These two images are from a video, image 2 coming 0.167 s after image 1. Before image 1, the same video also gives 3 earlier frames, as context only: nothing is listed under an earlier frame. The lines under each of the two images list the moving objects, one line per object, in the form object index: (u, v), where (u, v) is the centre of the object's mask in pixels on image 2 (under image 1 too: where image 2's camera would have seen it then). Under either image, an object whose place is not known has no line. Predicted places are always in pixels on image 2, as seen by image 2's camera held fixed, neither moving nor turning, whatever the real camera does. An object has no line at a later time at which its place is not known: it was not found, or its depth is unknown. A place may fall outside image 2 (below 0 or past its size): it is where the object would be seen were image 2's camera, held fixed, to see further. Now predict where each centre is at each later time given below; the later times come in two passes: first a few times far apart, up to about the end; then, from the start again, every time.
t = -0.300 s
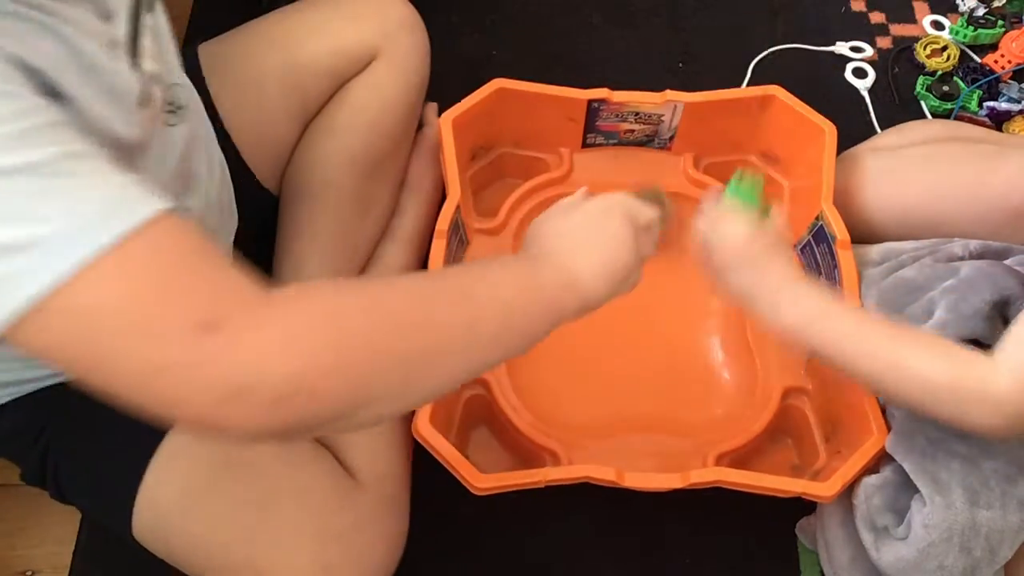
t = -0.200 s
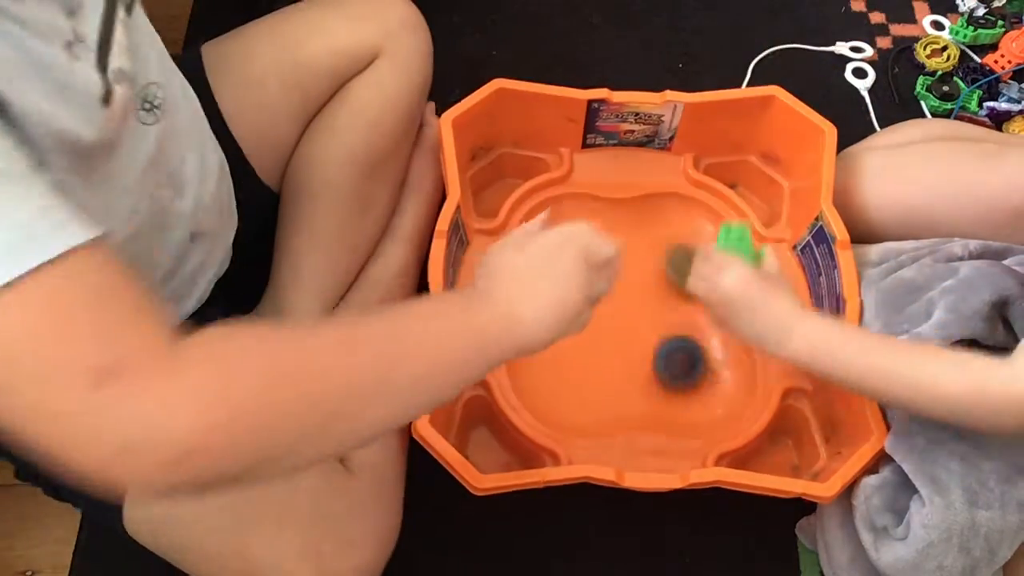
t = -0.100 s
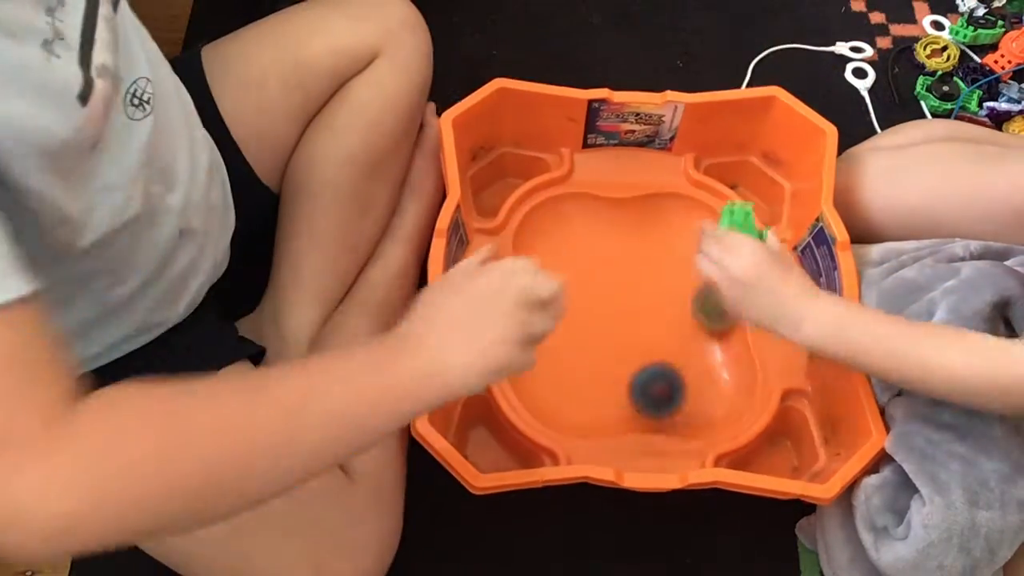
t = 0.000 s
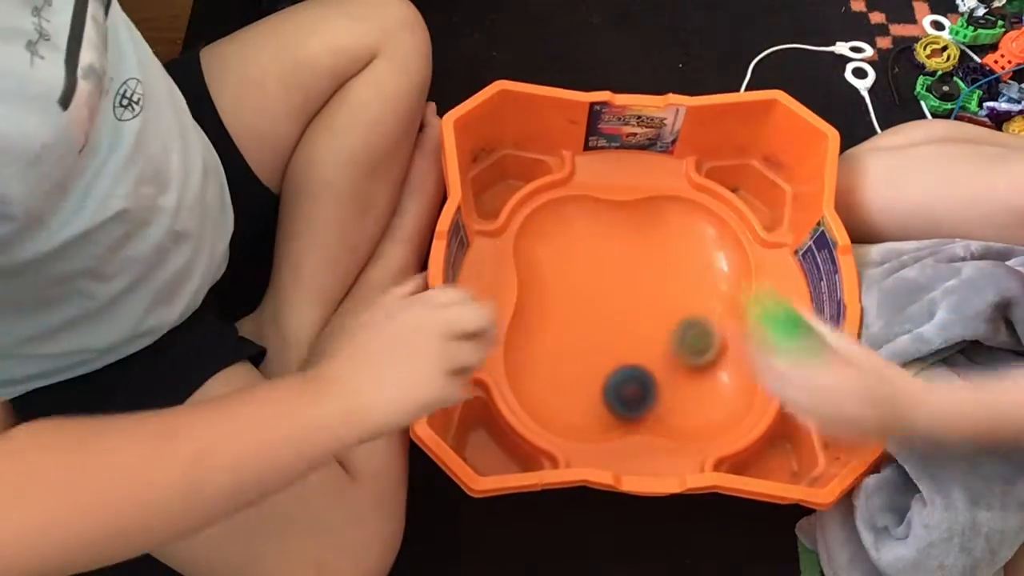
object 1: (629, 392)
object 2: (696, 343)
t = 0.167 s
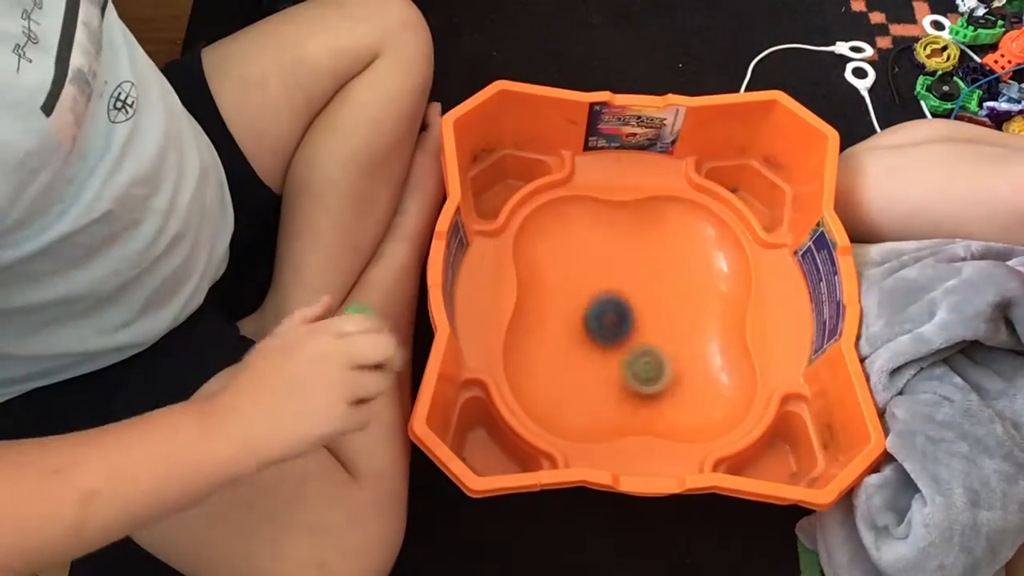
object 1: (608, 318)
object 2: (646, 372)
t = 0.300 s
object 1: (633, 247)
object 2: (645, 362)
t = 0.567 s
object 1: (689, 248)
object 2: (726, 272)
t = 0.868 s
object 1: (674, 245)
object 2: (672, 309)
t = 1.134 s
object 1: (698, 251)
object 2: (664, 415)
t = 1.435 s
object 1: (677, 263)
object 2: (698, 306)
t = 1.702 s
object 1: (668, 250)
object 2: (618, 390)
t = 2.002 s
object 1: (671, 297)
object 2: (590, 379)
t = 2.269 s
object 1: (645, 325)
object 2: (548, 344)
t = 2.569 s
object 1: (637, 340)
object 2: (569, 393)
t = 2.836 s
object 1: (662, 304)
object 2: (551, 328)
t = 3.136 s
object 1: (646, 275)
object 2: (603, 379)
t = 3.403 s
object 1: (631, 230)
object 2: (685, 340)
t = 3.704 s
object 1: (605, 288)
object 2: (665, 318)
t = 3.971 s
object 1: (617, 267)
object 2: (719, 409)
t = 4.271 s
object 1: (622, 286)
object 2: (618, 339)
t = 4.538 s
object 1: (628, 312)
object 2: (552, 406)
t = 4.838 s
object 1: (651, 289)
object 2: (610, 319)
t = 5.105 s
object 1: (658, 304)
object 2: (569, 269)
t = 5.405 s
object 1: (636, 308)
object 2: (602, 256)
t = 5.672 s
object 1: (634, 329)
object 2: (615, 241)
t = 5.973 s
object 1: (632, 338)
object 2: (647, 293)
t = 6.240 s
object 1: (635, 331)
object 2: (694, 262)
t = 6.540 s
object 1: (633, 332)
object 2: (647, 291)
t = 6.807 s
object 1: (594, 351)
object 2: (698, 288)
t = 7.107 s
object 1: (601, 352)
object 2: (652, 277)
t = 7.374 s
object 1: (597, 351)
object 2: (592, 279)
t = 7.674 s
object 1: (598, 351)
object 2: (579, 303)
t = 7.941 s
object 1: (598, 351)
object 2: (633, 319)
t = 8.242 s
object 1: (589, 350)
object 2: (644, 343)
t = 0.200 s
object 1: (611, 301)
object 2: (642, 372)
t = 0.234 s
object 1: (616, 283)
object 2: (640, 370)
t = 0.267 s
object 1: (623, 266)
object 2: (641, 368)
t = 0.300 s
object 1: (633, 247)
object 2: (645, 362)
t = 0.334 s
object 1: (644, 231)
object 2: (652, 357)
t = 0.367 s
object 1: (655, 217)
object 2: (661, 350)
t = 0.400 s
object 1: (666, 211)
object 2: (674, 342)
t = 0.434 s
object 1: (676, 212)
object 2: (687, 331)
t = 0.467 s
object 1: (683, 221)
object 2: (701, 318)
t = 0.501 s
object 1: (688, 232)
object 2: (712, 301)
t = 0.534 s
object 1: (690, 245)
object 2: (720, 283)
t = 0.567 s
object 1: (689, 248)
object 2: (726, 272)
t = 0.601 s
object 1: (688, 244)
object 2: (735, 271)
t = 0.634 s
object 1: (685, 240)
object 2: (741, 278)
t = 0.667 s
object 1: (680, 237)
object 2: (742, 282)
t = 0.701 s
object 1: (677, 238)
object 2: (736, 282)
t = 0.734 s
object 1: (675, 239)
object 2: (728, 287)
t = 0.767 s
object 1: (674, 243)
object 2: (716, 293)
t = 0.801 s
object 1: (673, 248)
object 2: (699, 292)
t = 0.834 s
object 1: (673, 249)
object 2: (685, 293)
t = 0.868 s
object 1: (674, 245)
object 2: (672, 309)
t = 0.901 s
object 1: (676, 241)
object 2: (660, 324)
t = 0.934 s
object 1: (679, 239)
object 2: (651, 339)
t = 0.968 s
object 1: (684, 240)
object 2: (645, 354)
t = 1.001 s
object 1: (688, 242)
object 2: (641, 369)
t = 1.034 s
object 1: (692, 244)
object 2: (642, 384)
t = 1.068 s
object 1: (695, 246)
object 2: (645, 398)
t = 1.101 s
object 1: (697, 248)
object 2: (653, 410)
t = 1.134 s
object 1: (698, 251)
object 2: (664, 415)
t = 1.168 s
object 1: (696, 253)
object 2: (676, 415)
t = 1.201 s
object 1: (694, 254)
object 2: (689, 412)
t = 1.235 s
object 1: (690, 255)
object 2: (704, 406)
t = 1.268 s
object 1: (687, 255)
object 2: (719, 394)
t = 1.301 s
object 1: (684, 257)
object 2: (731, 375)
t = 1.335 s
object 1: (682, 260)
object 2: (730, 353)
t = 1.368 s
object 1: (680, 264)
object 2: (724, 335)
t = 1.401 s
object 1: (679, 269)
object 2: (711, 314)
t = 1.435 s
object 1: (677, 263)
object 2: (698, 306)
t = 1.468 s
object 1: (677, 249)
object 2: (689, 312)
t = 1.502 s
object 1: (677, 239)
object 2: (676, 323)
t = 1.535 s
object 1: (676, 233)
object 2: (667, 330)
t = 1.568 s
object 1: (674, 231)
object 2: (655, 340)
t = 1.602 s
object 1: (672, 232)
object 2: (644, 353)
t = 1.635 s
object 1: (670, 237)
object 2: (635, 364)
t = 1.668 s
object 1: (669, 243)
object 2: (626, 378)
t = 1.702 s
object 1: (668, 250)
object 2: (618, 390)
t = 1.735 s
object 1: (668, 257)
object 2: (613, 402)
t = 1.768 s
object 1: (670, 264)
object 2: (609, 409)
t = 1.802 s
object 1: (672, 270)
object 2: (606, 414)
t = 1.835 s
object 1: (674, 275)
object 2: (604, 415)
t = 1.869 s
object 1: (675, 281)
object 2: (601, 411)
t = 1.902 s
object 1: (675, 286)
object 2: (599, 405)
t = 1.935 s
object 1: (674, 290)
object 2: (596, 397)
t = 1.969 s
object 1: (673, 294)
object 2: (593, 388)
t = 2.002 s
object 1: (671, 297)
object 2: (590, 379)
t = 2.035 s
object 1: (668, 300)
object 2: (585, 370)
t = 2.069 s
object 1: (665, 304)
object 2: (581, 362)
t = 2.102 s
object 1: (662, 307)
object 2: (576, 356)
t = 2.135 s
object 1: (658, 311)
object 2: (570, 351)
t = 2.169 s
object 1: (655, 314)
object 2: (564, 346)
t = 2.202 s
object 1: (652, 318)
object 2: (558, 344)
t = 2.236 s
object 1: (648, 321)
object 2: (553, 343)
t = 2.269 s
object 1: (645, 325)
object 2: (548, 344)
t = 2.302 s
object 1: (643, 328)
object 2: (544, 346)
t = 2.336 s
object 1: (641, 331)
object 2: (542, 350)
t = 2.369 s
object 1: (639, 334)
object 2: (541, 356)
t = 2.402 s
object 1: (638, 337)
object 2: (543, 362)
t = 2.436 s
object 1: (638, 338)
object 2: (546, 369)
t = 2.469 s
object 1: (637, 340)
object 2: (550, 376)
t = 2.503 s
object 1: (637, 340)
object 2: (555, 383)
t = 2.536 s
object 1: (637, 340)
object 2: (560, 389)
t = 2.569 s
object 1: (637, 340)
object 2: (569, 393)
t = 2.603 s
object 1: (637, 339)
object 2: (578, 391)
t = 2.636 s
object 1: (637, 337)
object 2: (587, 384)
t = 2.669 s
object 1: (637, 336)
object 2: (594, 373)
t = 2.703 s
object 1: (639, 334)
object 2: (595, 361)
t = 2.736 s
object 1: (647, 329)
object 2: (586, 351)
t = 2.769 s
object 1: (654, 321)
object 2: (573, 341)
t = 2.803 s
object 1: (659, 312)
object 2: (561, 334)
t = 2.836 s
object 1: (662, 304)
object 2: (551, 328)
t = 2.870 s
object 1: (662, 294)
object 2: (544, 329)
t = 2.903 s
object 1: (662, 287)
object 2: (540, 331)
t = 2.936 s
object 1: (660, 281)
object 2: (539, 339)
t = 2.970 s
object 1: (657, 276)
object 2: (541, 349)
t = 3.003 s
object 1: (655, 274)
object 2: (546, 362)
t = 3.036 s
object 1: (652, 273)
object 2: (556, 374)
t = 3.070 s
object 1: (650, 273)
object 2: (570, 381)
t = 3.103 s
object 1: (647, 273)
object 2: (586, 382)
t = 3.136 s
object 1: (646, 275)
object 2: (603, 379)
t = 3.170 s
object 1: (644, 277)
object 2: (618, 370)
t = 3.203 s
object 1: (643, 280)
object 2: (634, 358)
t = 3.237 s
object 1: (640, 283)
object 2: (647, 340)
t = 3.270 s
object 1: (643, 278)
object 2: (657, 333)
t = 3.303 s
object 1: (641, 262)
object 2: (668, 338)
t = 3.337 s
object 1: (639, 248)
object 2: (675, 340)
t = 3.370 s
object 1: (635, 237)
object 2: (680, 341)
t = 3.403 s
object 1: (631, 230)
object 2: (685, 340)
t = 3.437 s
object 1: (626, 227)
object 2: (688, 337)
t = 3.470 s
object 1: (619, 229)
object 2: (689, 333)
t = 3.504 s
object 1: (611, 235)
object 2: (689, 328)
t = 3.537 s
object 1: (601, 243)
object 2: (687, 324)
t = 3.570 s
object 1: (596, 252)
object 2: (684, 321)
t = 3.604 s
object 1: (594, 262)
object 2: (680, 319)
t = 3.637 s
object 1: (595, 271)
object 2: (676, 318)
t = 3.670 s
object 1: (599, 280)
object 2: (670, 317)
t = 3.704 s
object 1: (605, 288)
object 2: (665, 318)
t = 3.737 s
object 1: (613, 294)
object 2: (657, 324)
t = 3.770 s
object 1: (616, 290)
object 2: (662, 342)
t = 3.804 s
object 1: (617, 284)
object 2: (667, 361)
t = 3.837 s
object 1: (620, 278)
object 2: (672, 376)
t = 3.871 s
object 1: (620, 276)
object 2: (680, 390)
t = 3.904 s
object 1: (617, 274)
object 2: (691, 401)
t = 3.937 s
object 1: (616, 269)
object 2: (705, 410)
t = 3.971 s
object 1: (617, 267)
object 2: (719, 409)
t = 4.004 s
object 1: (615, 269)
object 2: (729, 403)
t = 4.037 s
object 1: (612, 268)
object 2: (735, 391)
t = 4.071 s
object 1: (613, 269)
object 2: (732, 377)
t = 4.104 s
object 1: (614, 274)
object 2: (721, 362)
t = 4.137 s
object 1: (612, 276)
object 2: (702, 353)
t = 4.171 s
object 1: (611, 275)
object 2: (679, 346)
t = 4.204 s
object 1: (615, 275)
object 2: (657, 342)
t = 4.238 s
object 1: (620, 278)
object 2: (636, 340)
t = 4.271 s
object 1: (622, 286)
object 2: (618, 339)
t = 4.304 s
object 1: (619, 290)
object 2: (601, 342)
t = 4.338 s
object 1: (617, 290)
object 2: (582, 348)
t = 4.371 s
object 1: (619, 291)
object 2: (564, 354)
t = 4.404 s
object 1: (622, 294)
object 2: (550, 362)
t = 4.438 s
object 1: (625, 298)
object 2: (538, 371)
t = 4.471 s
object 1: (628, 305)
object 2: (534, 382)
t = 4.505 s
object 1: (629, 310)
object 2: (539, 394)
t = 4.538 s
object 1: (628, 312)
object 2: (552, 406)
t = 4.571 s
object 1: (627, 312)
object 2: (572, 416)
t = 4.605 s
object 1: (627, 310)
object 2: (593, 415)
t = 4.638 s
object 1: (630, 309)
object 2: (608, 404)
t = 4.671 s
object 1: (632, 308)
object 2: (617, 390)
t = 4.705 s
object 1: (635, 308)
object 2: (625, 372)
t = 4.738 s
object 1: (638, 307)
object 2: (628, 353)
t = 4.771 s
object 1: (642, 302)
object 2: (625, 340)
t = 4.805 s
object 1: (647, 295)
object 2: (619, 330)
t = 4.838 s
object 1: (651, 289)
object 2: (610, 319)
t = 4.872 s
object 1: (654, 288)
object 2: (601, 307)
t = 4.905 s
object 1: (657, 289)
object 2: (591, 297)
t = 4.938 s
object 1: (658, 291)
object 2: (583, 287)
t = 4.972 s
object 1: (660, 293)
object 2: (577, 281)
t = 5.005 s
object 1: (660, 296)
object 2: (572, 275)
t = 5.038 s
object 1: (660, 300)
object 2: (570, 272)
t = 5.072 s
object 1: (659, 303)
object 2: (569, 270)
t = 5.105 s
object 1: (658, 304)
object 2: (569, 269)
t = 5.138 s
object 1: (657, 306)
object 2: (571, 268)
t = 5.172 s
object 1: (655, 308)
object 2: (572, 268)
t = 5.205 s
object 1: (652, 310)
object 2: (575, 267)
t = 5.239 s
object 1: (648, 310)
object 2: (581, 265)
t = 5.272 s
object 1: (645, 311)
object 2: (584, 262)
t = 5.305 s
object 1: (643, 311)
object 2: (589, 260)
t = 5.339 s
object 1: (640, 311)
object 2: (594, 258)
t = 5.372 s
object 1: (639, 310)
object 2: (598, 257)
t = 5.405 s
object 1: (636, 308)
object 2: (602, 256)
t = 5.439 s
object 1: (634, 306)
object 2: (605, 255)
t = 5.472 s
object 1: (633, 304)
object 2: (607, 256)
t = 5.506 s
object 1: (632, 303)
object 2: (610, 258)
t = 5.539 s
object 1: (633, 310)
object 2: (614, 254)
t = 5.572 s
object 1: (636, 318)
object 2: (616, 248)
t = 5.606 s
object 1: (637, 323)
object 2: (617, 244)
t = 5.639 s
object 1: (636, 327)
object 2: (616, 241)
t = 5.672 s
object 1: (634, 329)
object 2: (615, 241)
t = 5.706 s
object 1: (632, 332)
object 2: (614, 242)
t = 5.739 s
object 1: (631, 334)
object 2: (613, 244)
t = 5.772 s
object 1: (629, 335)
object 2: (612, 248)
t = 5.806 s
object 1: (629, 336)
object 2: (614, 257)
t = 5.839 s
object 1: (629, 336)
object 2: (617, 265)
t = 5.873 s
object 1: (629, 335)
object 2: (623, 275)
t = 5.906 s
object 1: (630, 335)
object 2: (630, 286)
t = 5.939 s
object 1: (631, 336)
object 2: (638, 291)
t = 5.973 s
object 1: (632, 338)
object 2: (647, 293)
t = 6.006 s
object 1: (632, 338)
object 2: (656, 294)
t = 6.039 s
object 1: (633, 337)
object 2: (666, 292)
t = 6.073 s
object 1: (634, 335)
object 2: (676, 288)
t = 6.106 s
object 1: (634, 332)
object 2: (685, 284)
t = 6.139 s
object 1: (635, 330)
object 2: (691, 279)
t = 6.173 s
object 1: (635, 329)
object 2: (696, 272)
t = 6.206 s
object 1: (635, 330)
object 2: (696, 267)
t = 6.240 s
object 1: (635, 331)
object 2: (694, 262)
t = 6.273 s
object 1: (634, 332)
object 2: (690, 258)
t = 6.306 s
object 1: (634, 333)
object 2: (685, 256)
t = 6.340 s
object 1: (633, 334)
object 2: (679, 256)
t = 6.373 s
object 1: (633, 335)
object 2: (674, 258)
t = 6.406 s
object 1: (633, 335)
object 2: (667, 263)
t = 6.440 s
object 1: (633, 334)
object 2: (660, 269)
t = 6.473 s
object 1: (634, 333)
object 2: (655, 275)
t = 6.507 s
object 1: (634, 332)
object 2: (649, 283)
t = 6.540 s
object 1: (633, 332)
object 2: (647, 291)
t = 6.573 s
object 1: (621, 334)
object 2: (658, 294)
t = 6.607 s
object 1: (610, 337)
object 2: (666, 295)
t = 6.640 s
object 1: (602, 344)
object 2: (670, 295)
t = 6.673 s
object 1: (598, 349)
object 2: (675, 294)
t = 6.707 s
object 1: (596, 351)
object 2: (683, 294)
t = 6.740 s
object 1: (595, 351)
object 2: (690, 293)
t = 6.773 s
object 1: (594, 351)
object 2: (696, 291)
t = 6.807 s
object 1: (594, 351)
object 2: (698, 288)
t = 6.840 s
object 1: (595, 352)
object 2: (699, 284)
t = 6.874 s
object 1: (596, 352)
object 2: (697, 279)
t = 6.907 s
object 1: (596, 353)
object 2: (693, 278)
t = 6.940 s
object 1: (596, 352)
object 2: (686, 276)
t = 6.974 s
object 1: (596, 352)
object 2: (681, 276)
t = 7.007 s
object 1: (598, 352)
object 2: (673, 277)
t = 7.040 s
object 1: (599, 352)
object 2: (664, 276)
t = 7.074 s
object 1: (600, 352)
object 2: (658, 276)
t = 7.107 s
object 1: (601, 352)
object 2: (652, 277)
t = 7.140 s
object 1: (600, 352)
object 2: (645, 278)
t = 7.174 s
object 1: (599, 351)
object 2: (637, 279)
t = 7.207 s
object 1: (598, 351)
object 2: (629, 279)
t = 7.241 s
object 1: (597, 351)
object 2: (621, 279)
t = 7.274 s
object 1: (596, 351)
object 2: (614, 279)
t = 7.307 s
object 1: (596, 352)
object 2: (606, 279)
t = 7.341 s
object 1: (596, 351)
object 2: (599, 279)
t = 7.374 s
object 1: (597, 351)
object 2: (592, 279)
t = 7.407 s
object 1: (597, 351)
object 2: (587, 280)
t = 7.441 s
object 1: (598, 351)
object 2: (579, 281)
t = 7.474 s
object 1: (598, 351)
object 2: (575, 282)
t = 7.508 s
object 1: (598, 351)
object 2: (570, 286)
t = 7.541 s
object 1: (598, 351)
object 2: (570, 288)
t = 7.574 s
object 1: (598, 351)
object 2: (570, 293)
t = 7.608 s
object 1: (598, 351)
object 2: (571, 295)
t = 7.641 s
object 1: (598, 351)
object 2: (576, 299)
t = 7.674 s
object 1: (598, 351)
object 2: (579, 303)
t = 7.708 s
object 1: (598, 351)
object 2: (584, 306)
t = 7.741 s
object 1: (598, 351)
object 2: (592, 309)
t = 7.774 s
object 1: (598, 350)
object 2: (600, 312)
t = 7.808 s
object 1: (598, 351)
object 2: (606, 315)
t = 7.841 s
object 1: (599, 351)
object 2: (612, 316)
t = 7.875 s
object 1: (598, 351)
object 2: (619, 317)
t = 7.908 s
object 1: (598, 351)
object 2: (627, 318)
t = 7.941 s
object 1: (598, 351)
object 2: (633, 319)
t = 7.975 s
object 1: (598, 351)
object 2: (637, 323)
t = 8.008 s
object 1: (598, 351)
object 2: (640, 325)
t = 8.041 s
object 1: (599, 351)
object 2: (641, 327)
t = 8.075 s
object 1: (598, 351)
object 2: (641, 329)
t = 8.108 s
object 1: (596, 351)
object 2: (643, 330)
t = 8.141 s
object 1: (592, 351)
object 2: (645, 332)
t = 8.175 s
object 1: (590, 351)
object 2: (647, 333)
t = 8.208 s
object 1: (588, 351)
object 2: (647, 338)
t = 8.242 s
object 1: (589, 350)
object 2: (644, 343)
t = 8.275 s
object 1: (589, 350)
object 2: (641, 348)
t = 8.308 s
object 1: (587, 349)
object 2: (641, 351)
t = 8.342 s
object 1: (588, 349)
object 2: (642, 354)
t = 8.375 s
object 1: (589, 349)
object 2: (642, 358)
